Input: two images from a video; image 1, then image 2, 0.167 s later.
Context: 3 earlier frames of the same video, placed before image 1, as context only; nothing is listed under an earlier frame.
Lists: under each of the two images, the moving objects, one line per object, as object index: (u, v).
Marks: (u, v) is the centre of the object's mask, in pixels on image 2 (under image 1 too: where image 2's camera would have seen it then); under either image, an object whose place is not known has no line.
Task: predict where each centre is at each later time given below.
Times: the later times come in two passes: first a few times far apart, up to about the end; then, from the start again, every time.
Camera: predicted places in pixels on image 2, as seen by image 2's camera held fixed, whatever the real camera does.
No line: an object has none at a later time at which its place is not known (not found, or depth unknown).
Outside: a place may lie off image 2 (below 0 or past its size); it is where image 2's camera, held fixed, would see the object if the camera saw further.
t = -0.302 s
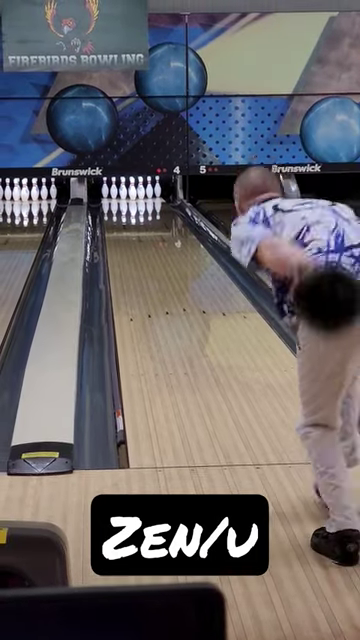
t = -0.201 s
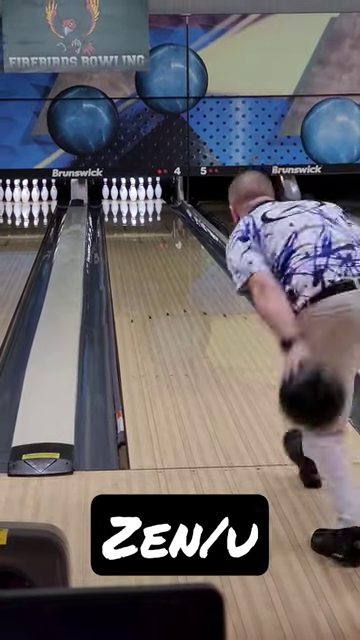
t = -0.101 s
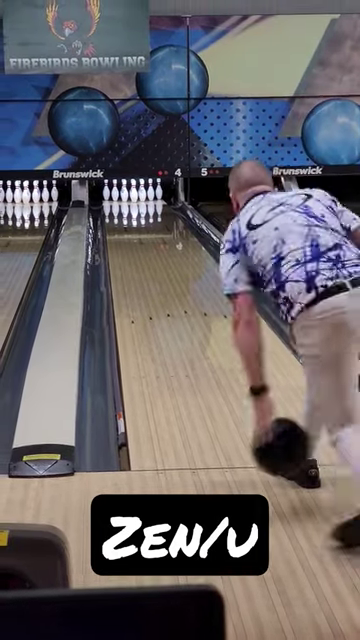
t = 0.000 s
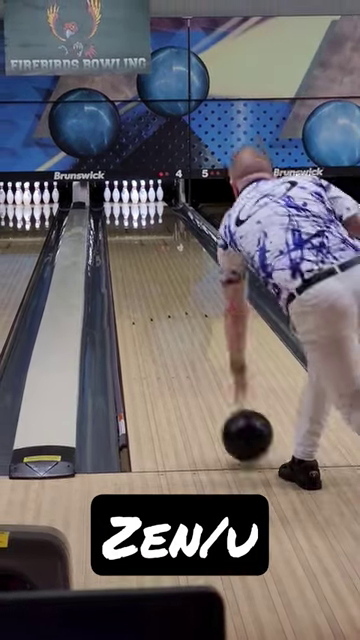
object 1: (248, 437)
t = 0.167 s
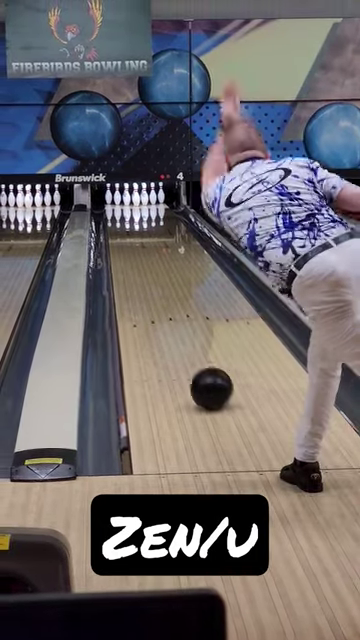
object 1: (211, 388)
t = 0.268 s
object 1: (195, 364)
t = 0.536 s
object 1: (164, 315)
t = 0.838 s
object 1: (143, 279)
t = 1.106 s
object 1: (131, 257)
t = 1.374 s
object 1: (124, 241)
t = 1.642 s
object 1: (120, 229)
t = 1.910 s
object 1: (119, 218)
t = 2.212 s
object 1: (122, 209)
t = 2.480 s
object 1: (128, 203)
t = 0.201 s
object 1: (205, 379)
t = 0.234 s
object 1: (200, 371)
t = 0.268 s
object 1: (195, 364)
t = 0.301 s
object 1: (190, 356)
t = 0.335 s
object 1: (186, 349)
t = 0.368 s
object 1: (181, 342)
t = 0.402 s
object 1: (177, 336)
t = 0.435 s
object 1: (174, 330)
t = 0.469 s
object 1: (171, 325)
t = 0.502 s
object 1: (167, 320)
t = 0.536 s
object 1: (164, 315)
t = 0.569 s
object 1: (161, 310)
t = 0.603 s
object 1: (158, 306)
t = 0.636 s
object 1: (156, 301)
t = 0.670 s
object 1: (153, 297)
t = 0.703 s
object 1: (151, 294)
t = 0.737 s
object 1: (149, 290)
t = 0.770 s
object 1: (147, 286)
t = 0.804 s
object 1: (145, 283)
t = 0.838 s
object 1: (143, 279)
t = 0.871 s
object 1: (141, 276)
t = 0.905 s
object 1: (140, 273)
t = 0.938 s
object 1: (138, 270)
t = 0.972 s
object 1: (137, 267)
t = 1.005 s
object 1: (135, 265)
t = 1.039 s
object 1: (134, 262)
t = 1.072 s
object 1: (133, 260)
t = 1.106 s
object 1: (131, 257)
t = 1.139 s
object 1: (130, 255)
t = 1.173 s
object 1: (129, 253)
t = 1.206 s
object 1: (128, 251)
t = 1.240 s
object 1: (127, 249)
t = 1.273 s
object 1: (126, 247)
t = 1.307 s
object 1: (126, 244)
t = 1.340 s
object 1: (125, 242)
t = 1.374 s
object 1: (124, 241)
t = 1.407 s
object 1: (124, 239)
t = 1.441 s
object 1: (123, 237)
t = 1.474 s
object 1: (122, 235)
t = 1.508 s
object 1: (122, 234)
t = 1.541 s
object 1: (121, 233)
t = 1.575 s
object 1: (121, 231)
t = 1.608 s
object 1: (120, 230)
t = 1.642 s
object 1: (120, 229)
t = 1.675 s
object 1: (120, 227)
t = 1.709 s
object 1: (119, 225)
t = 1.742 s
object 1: (119, 224)
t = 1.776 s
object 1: (119, 223)
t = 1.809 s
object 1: (119, 222)
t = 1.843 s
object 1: (119, 221)
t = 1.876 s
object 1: (119, 219)
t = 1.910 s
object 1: (119, 218)
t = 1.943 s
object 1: (119, 217)
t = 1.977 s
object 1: (119, 216)
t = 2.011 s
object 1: (119, 215)
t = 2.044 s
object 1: (120, 214)
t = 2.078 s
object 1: (120, 213)
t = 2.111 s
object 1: (120, 212)
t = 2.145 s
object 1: (121, 211)
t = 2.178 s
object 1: (122, 210)
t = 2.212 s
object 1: (122, 209)
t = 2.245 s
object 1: (123, 208)
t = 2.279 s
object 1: (123, 207)
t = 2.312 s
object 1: (124, 207)
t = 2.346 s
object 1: (125, 206)
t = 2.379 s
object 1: (126, 205)
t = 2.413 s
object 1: (126, 204)
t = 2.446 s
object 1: (127, 204)
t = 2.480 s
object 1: (128, 203)
